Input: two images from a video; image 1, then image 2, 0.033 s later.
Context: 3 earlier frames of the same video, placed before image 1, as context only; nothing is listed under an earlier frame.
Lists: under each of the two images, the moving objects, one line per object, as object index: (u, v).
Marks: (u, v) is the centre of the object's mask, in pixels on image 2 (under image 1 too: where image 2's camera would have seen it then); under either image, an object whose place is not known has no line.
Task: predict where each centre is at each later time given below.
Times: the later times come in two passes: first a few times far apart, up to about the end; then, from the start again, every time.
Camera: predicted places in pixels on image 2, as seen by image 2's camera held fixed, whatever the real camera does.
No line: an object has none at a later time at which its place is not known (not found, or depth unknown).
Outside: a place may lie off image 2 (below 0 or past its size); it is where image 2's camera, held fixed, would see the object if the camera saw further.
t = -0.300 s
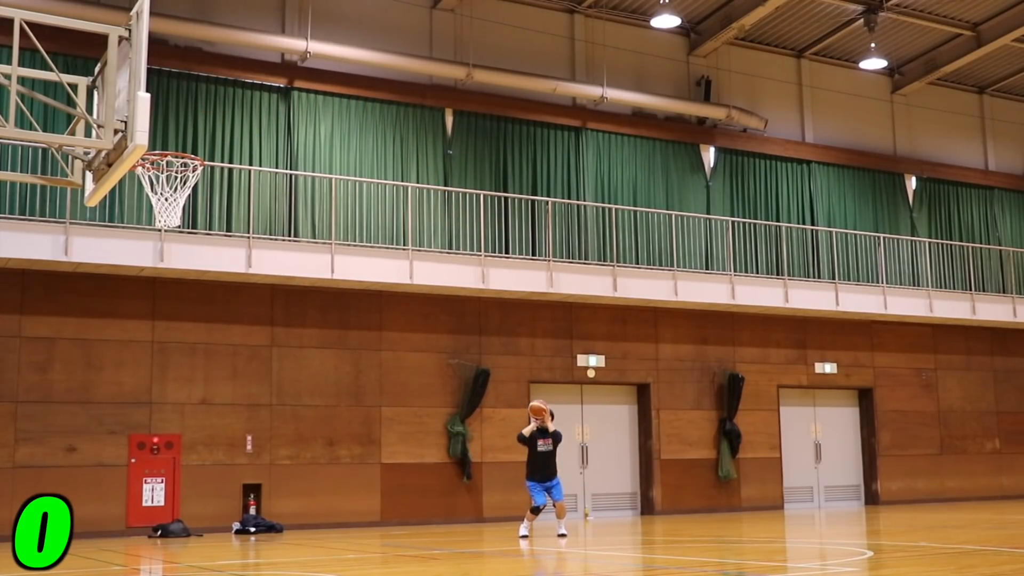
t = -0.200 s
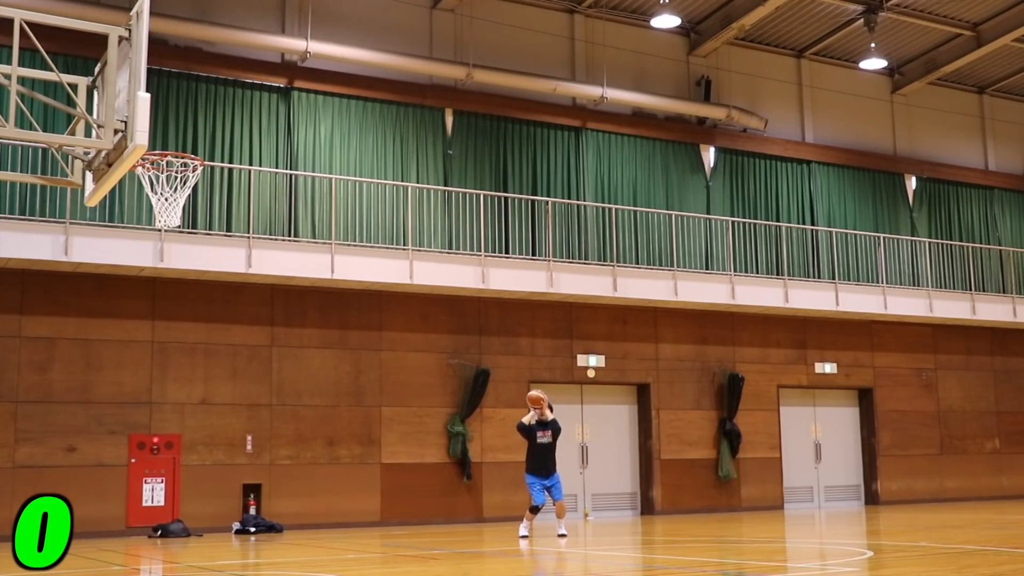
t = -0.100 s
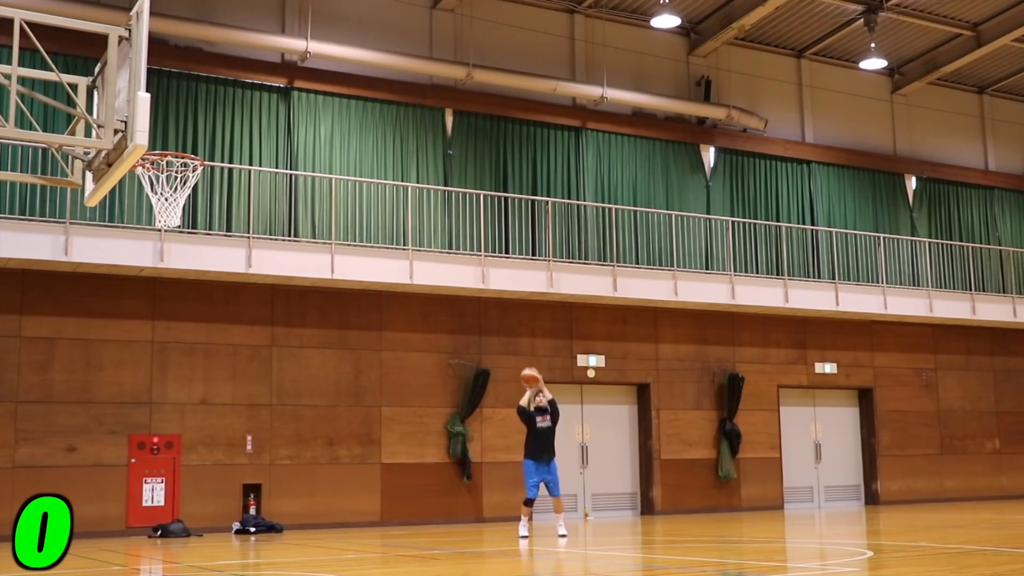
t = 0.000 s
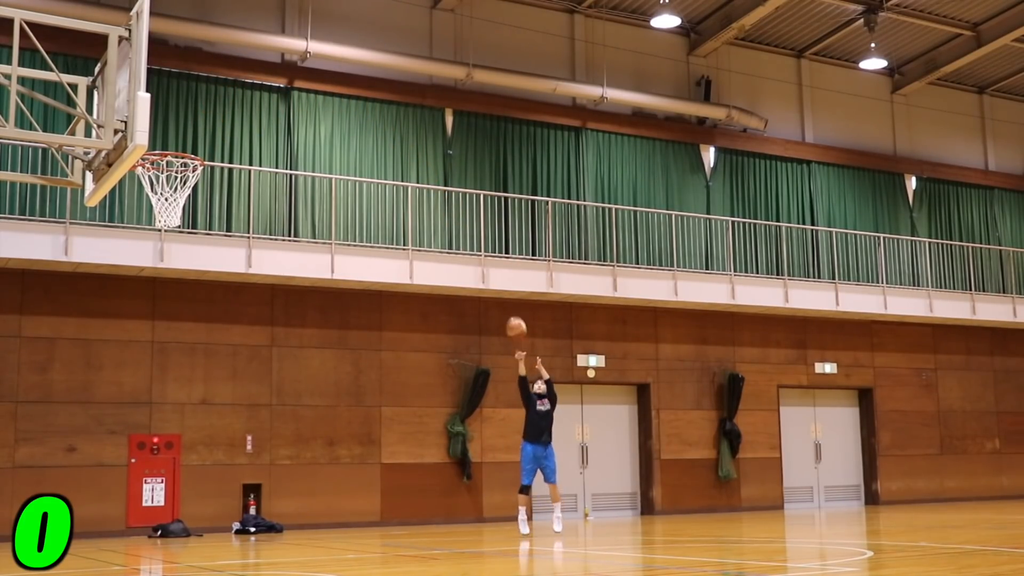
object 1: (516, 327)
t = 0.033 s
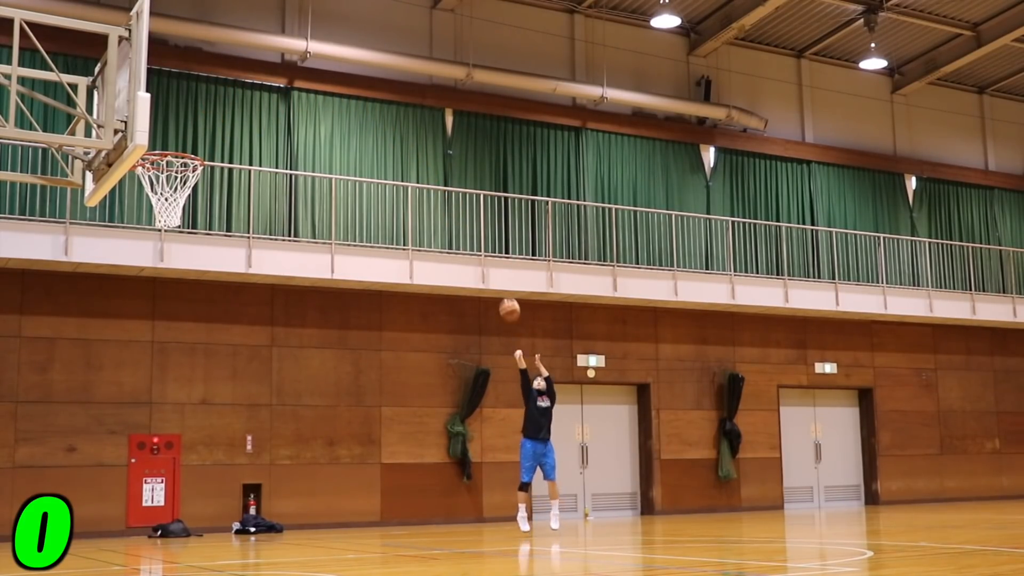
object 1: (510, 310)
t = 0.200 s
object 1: (475, 223)
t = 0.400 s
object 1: (430, 142)
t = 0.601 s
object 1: (381, 88)
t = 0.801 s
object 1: (324, 66)
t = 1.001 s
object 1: (258, 82)
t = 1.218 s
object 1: (172, 148)
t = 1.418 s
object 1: (185, 269)
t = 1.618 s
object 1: (226, 432)
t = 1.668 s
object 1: (236, 482)
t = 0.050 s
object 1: (506, 301)
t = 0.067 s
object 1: (503, 293)
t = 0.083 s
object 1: (499, 283)
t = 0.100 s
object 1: (496, 274)
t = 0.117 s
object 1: (492, 264)
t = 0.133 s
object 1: (489, 256)
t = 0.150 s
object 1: (486, 247)
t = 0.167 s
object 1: (483, 239)
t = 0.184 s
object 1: (479, 231)
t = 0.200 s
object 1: (475, 223)
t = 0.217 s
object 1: (471, 215)
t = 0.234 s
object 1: (468, 208)
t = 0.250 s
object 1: (464, 201)
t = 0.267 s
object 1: (461, 194)
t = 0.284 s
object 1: (457, 186)
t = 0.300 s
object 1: (454, 179)
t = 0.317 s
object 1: (450, 173)
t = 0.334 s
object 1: (446, 166)
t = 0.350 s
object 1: (443, 160)
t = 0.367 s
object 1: (439, 154)
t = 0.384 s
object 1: (435, 148)
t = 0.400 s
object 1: (430, 142)
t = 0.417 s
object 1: (427, 137)
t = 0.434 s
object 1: (423, 131)
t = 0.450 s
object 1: (419, 126)
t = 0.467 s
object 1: (416, 121)
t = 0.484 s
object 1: (411, 116)
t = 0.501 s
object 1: (406, 111)
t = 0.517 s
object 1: (403, 107)
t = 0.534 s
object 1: (398, 103)
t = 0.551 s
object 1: (394, 99)
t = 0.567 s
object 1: (390, 95)
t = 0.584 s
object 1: (385, 91)
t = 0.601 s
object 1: (381, 88)
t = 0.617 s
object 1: (377, 85)
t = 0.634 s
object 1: (372, 81)
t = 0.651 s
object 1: (367, 78)
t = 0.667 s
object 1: (363, 77)
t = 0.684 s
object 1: (358, 75)
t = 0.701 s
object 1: (354, 73)
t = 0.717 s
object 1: (349, 71)
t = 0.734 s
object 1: (344, 70)
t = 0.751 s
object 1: (339, 68)
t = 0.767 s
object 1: (335, 67)
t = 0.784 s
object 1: (329, 66)
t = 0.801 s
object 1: (324, 66)
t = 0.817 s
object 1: (320, 66)
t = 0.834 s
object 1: (313, 65)
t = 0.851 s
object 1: (308, 65)
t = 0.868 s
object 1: (304, 66)
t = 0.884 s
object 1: (298, 67)
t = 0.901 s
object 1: (292, 69)
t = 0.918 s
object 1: (287, 70)
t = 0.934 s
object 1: (281, 72)
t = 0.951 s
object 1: (276, 74)
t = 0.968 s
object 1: (270, 77)
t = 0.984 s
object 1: (264, 79)
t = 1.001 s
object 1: (258, 82)
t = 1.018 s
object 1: (253, 86)
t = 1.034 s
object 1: (246, 90)
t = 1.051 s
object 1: (240, 94)
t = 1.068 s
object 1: (234, 98)
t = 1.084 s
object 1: (227, 104)
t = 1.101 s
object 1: (221, 109)
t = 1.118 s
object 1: (214, 115)
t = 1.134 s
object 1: (207, 121)
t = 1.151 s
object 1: (200, 128)
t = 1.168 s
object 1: (193, 135)
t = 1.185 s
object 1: (186, 141)
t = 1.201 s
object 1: (179, 144)
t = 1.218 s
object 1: (172, 148)
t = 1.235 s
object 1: (164, 162)
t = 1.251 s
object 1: (155, 169)
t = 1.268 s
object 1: (152, 173)
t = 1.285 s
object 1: (153, 181)
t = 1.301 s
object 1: (159, 193)
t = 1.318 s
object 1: (164, 205)
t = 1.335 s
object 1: (167, 213)
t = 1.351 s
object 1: (171, 225)
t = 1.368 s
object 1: (175, 233)
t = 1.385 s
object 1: (178, 243)
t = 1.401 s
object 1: (182, 255)
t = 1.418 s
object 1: (185, 269)
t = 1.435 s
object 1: (190, 281)
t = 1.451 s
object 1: (192, 291)
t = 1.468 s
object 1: (196, 303)
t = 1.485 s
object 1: (199, 314)
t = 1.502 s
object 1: (202, 329)
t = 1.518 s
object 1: (206, 343)
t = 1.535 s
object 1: (209, 356)
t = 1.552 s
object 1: (212, 370)
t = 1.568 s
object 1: (216, 385)
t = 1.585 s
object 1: (219, 400)
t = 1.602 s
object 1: (223, 415)
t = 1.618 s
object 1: (226, 432)
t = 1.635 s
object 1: (230, 450)
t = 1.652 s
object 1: (232, 466)
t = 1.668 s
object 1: (236, 482)
